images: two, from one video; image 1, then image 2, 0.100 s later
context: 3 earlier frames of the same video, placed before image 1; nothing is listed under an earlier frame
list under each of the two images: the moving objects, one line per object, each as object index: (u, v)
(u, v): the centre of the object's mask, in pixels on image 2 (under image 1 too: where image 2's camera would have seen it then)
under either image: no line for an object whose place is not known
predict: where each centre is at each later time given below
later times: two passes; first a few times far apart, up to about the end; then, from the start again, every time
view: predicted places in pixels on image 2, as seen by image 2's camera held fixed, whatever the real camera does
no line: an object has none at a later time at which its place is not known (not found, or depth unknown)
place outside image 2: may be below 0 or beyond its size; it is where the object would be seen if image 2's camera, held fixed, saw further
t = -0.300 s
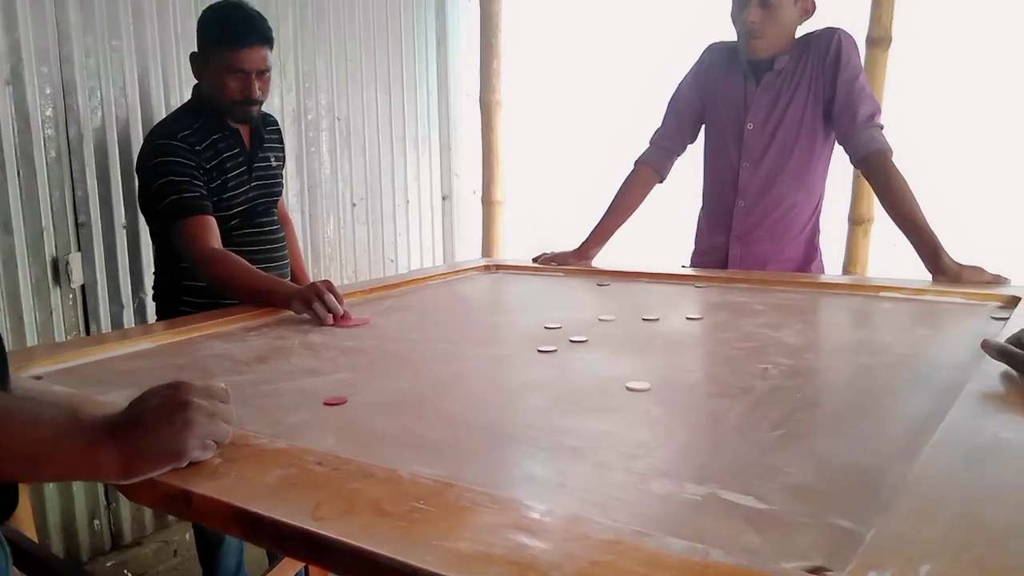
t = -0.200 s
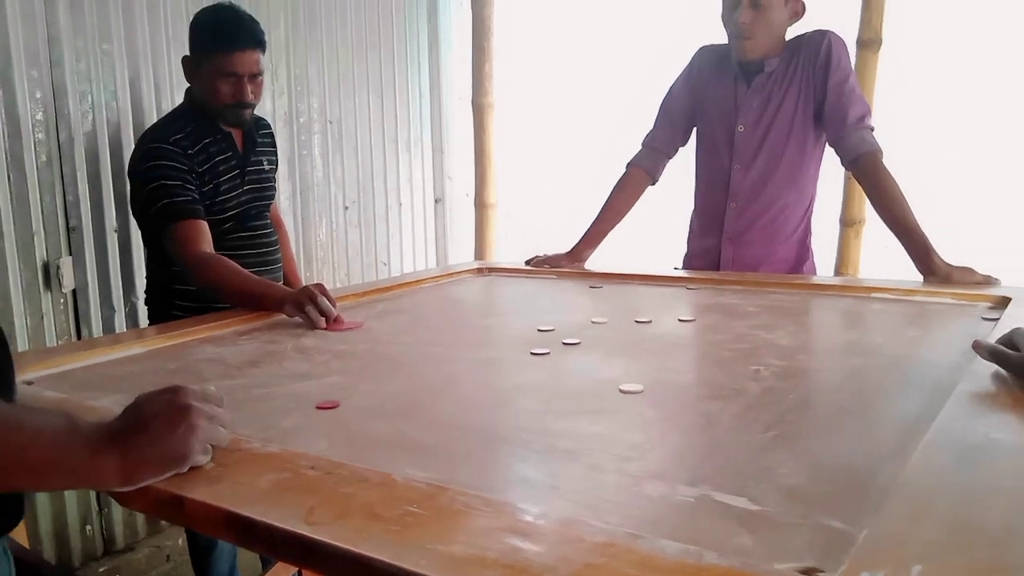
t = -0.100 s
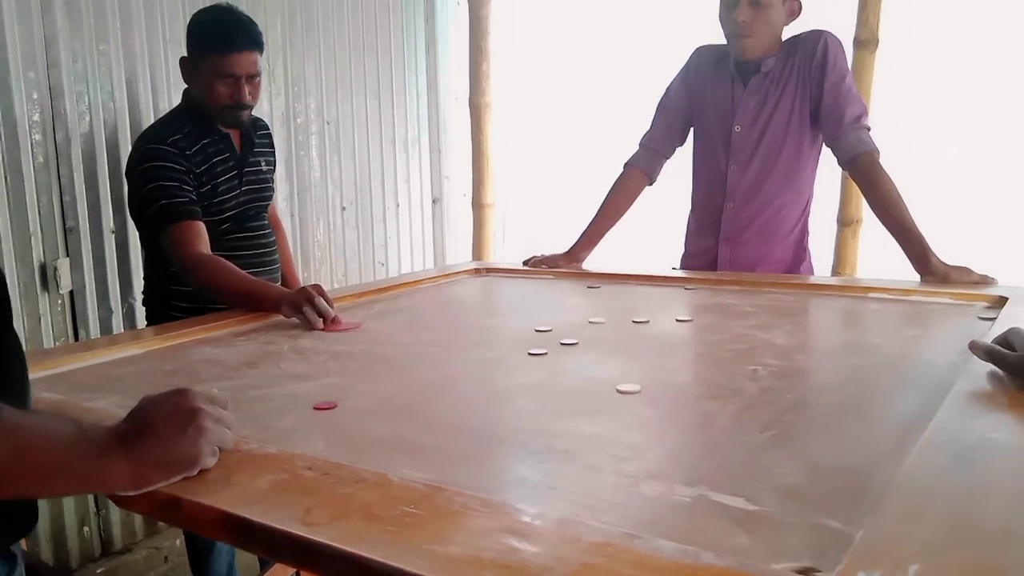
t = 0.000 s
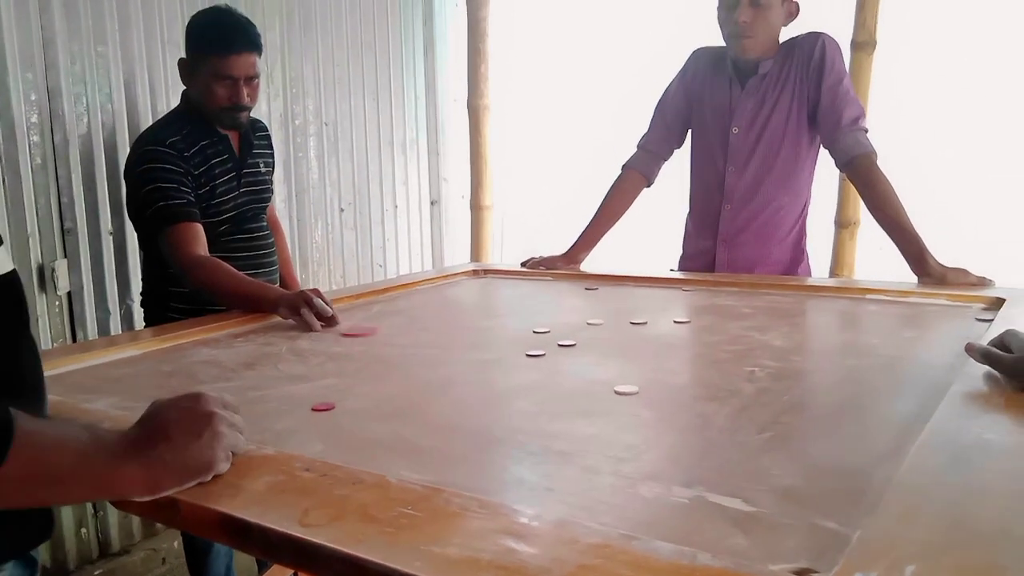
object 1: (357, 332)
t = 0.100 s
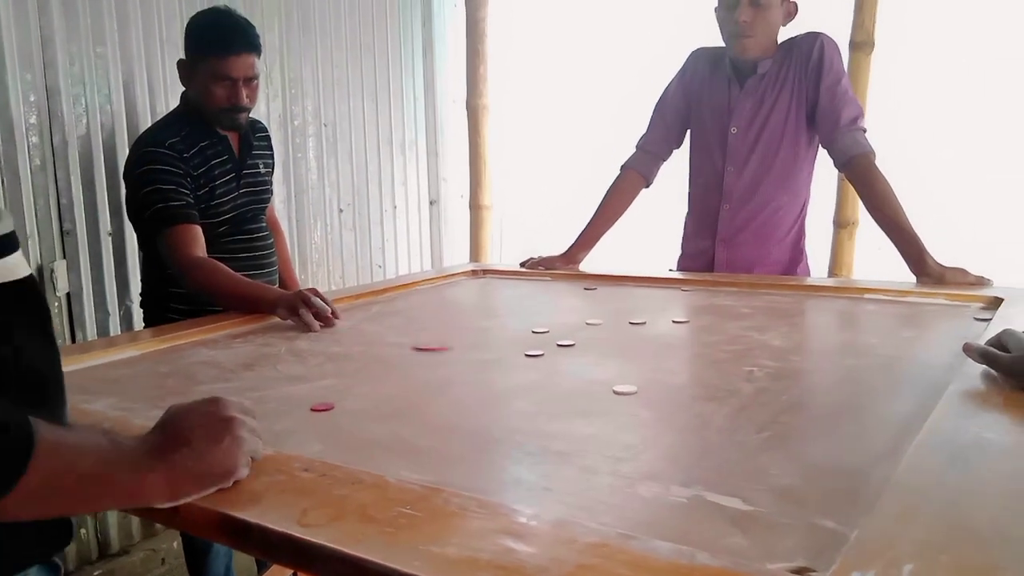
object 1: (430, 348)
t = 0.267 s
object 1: (577, 373)
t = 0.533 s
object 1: (836, 410)
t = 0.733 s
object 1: (795, 404)
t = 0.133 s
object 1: (458, 352)
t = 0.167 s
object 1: (490, 356)
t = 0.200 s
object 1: (517, 361)
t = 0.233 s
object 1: (546, 366)
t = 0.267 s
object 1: (577, 373)
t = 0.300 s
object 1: (605, 379)
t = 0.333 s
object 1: (640, 387)
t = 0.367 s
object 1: (671, 390)
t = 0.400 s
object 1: (707, 393)
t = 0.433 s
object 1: (736, 397)
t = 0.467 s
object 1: (769, 401)
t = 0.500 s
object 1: (800, 406)
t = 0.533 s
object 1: (836, 410)
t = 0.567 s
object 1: (862, 415)
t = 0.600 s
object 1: (876, 420)
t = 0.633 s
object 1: (862, 415)
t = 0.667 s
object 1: (841, 411)
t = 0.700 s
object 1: (818, 407)
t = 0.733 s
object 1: (795, 404)
